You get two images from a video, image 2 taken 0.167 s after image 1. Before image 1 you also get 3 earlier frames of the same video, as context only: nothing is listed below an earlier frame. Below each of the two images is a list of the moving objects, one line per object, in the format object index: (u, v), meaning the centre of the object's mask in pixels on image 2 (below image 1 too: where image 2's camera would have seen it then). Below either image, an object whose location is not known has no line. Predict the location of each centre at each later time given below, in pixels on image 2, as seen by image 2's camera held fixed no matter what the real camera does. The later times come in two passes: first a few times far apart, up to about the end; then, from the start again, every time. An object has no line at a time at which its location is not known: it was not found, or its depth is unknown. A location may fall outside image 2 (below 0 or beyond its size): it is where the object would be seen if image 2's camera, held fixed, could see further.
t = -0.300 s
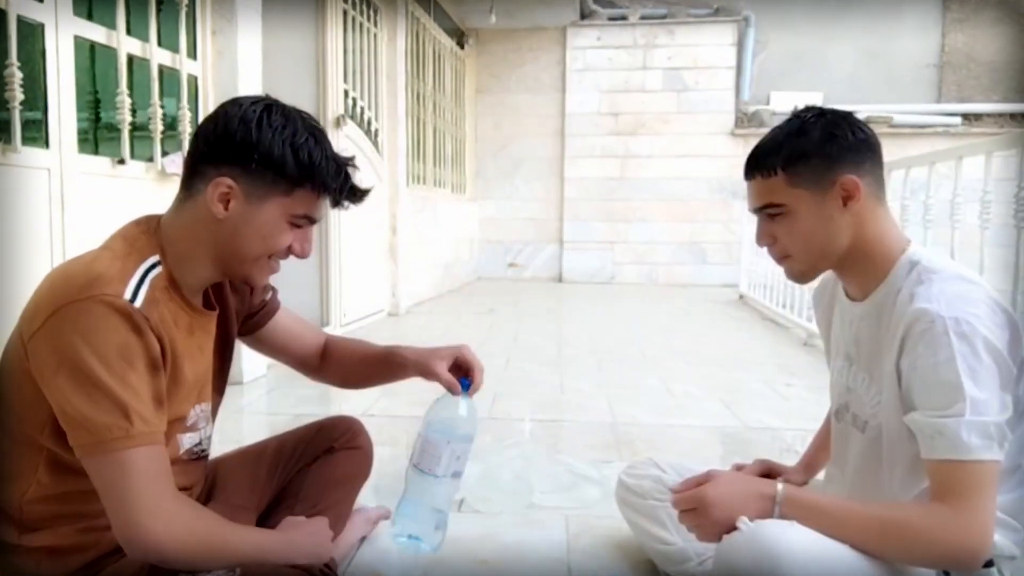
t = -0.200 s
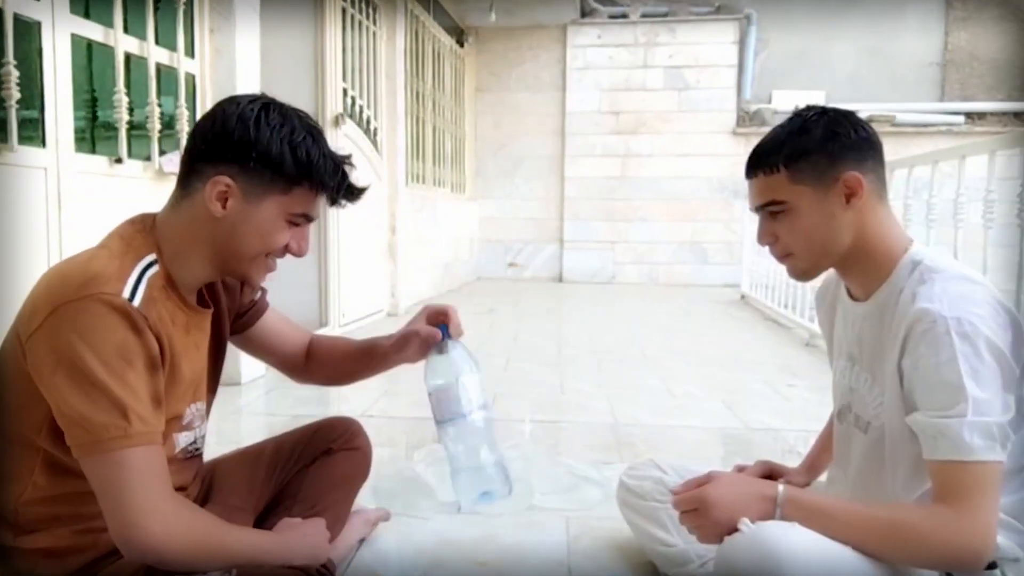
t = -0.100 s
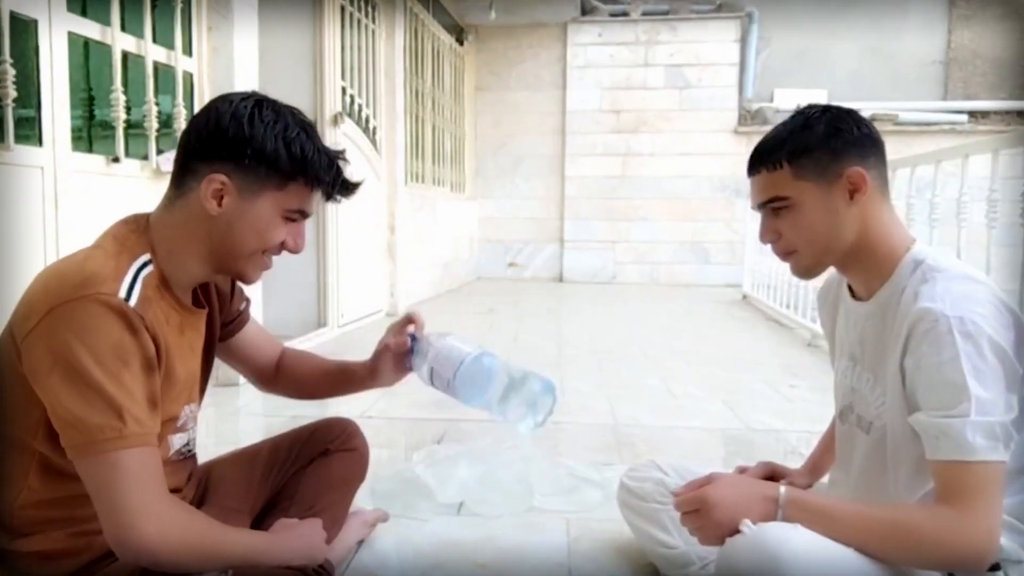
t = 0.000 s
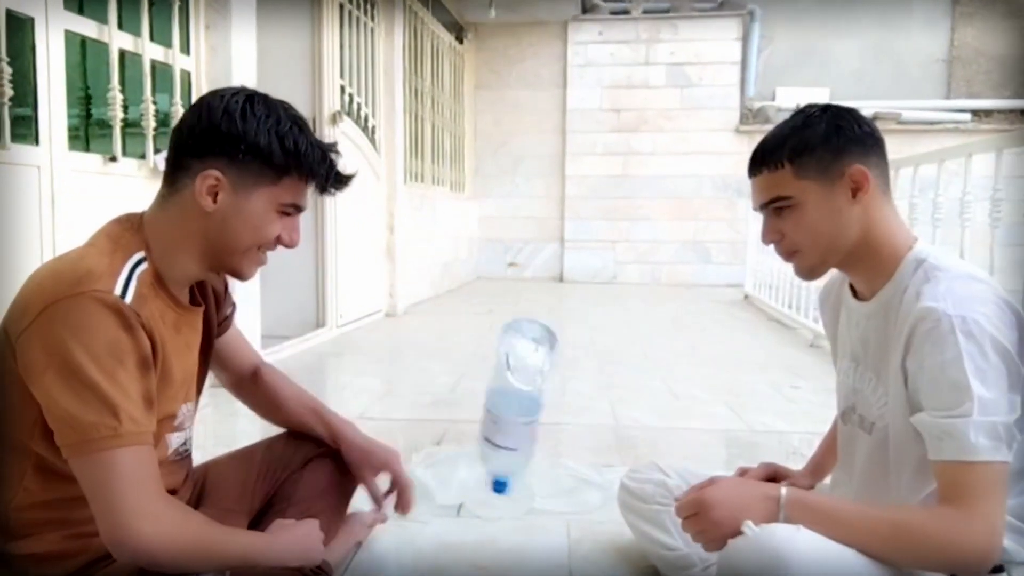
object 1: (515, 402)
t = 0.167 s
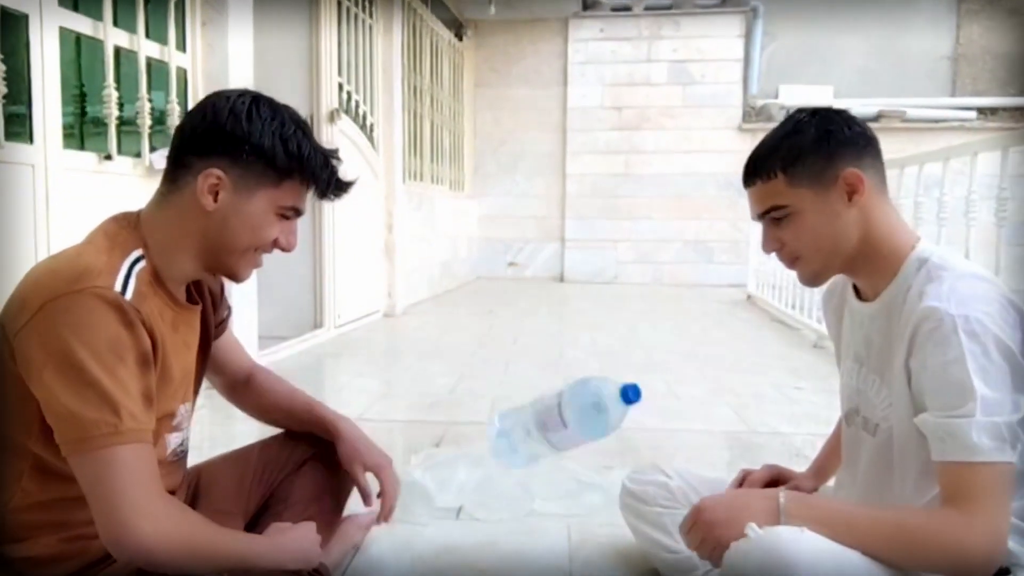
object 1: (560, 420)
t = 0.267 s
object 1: (537, 508)
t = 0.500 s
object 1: (506, 502)
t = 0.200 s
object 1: (553, 442)
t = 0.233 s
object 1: (542, 481)
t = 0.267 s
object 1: (537, 508)
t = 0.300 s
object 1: (532, 509)
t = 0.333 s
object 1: (525, 506)
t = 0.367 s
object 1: (517, 505)
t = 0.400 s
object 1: (512, 504)
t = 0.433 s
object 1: (509, 503)
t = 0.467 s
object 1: (507, 503)
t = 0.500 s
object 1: (506, 502)
